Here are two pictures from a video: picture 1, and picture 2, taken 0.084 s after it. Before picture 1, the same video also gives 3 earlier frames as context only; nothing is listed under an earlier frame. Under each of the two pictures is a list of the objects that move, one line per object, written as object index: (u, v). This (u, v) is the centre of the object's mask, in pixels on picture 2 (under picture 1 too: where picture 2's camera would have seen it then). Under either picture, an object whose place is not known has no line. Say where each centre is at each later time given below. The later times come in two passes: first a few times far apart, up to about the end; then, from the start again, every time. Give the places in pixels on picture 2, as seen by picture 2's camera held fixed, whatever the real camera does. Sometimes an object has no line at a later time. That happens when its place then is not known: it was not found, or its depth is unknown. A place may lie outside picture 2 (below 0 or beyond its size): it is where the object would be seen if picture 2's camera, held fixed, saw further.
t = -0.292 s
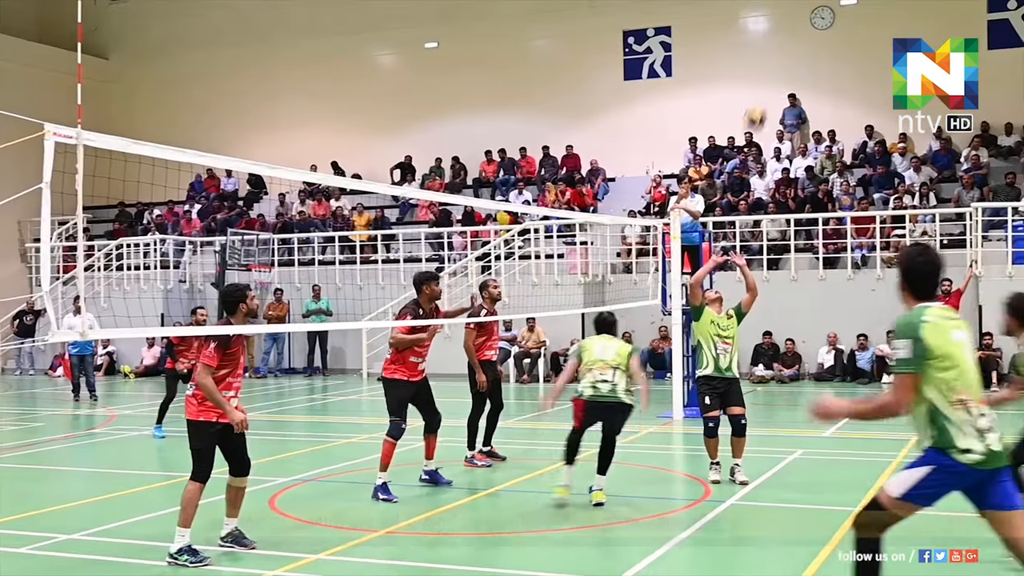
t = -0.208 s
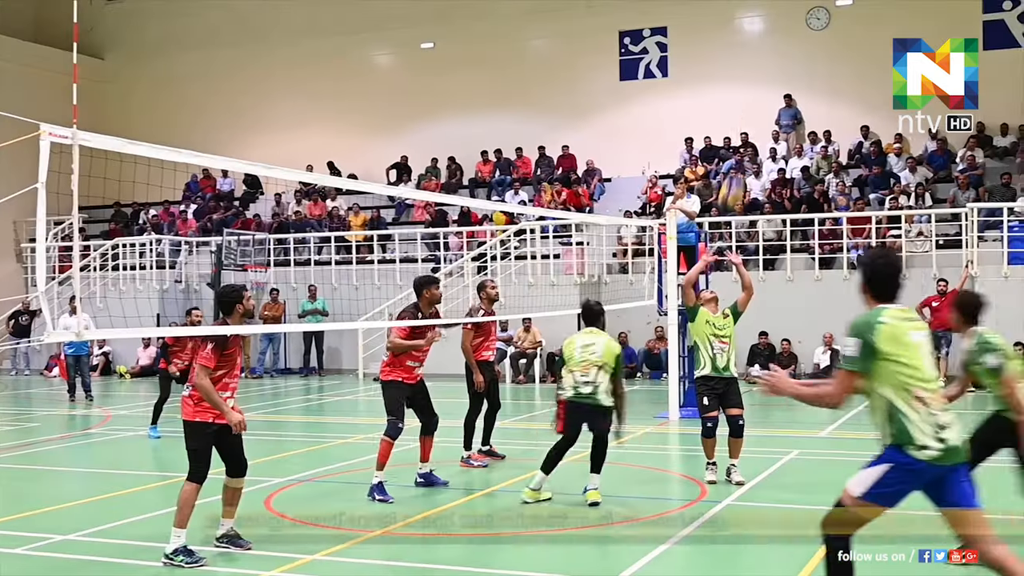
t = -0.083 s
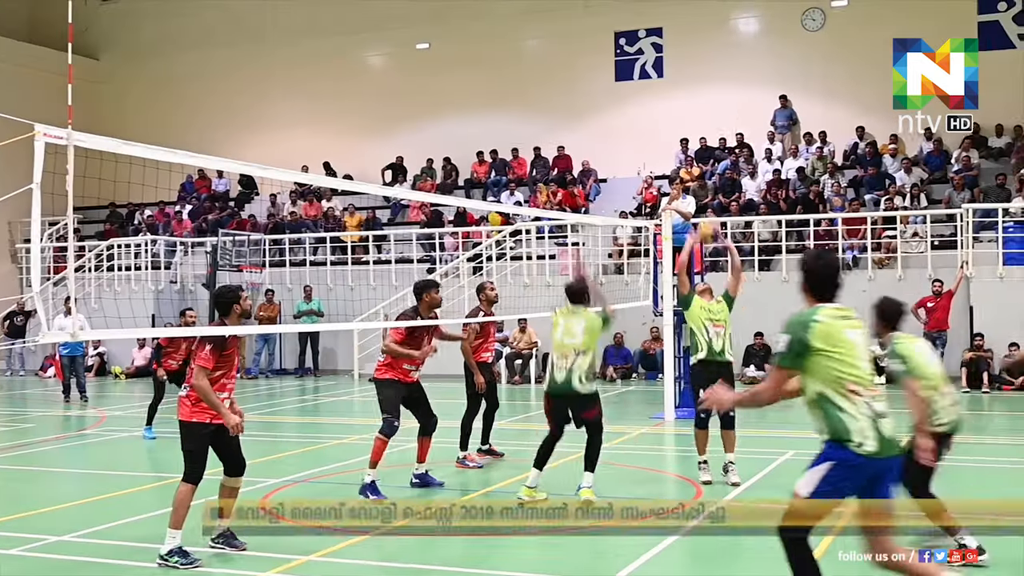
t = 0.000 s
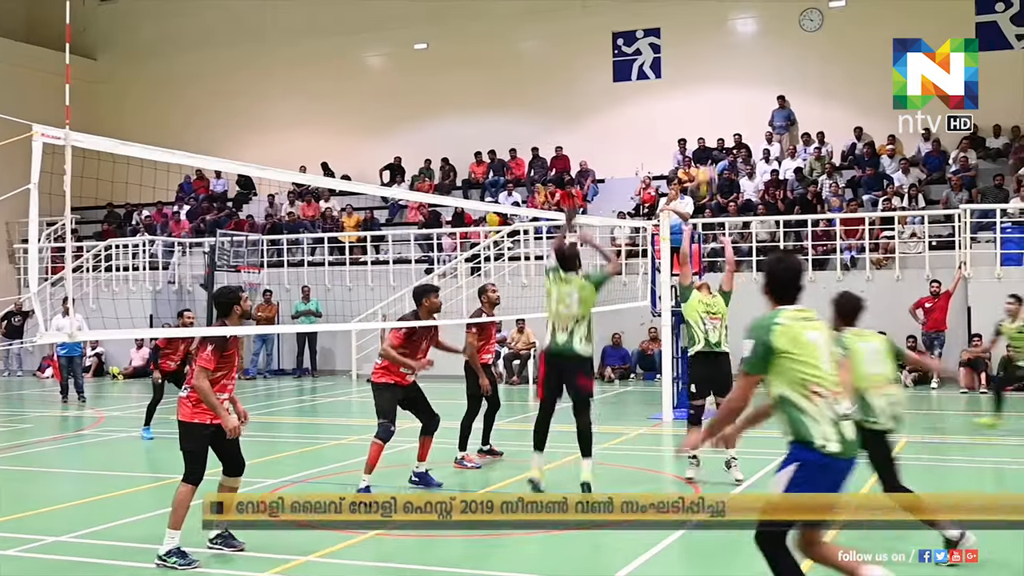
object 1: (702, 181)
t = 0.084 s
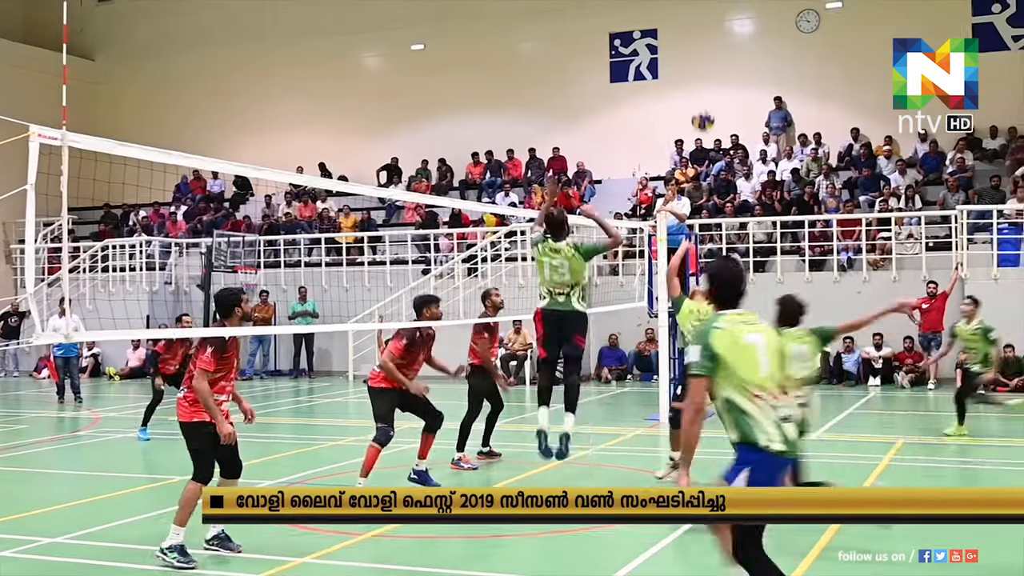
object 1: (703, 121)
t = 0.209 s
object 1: (703, 77)
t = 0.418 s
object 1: (705, 42)
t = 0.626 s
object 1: (707, 48)
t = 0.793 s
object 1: (710, 81)
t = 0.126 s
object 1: (702, 105)
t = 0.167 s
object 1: (702, 90)
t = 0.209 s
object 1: (703, 77)
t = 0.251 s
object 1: (704, 67)
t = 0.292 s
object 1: (704, 58)
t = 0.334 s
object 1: (704, 51)
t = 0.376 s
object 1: (705, 46)
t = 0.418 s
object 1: (705, 42)
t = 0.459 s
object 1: (705, 41)
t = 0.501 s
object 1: (706, 40)
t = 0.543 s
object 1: (707, 41)
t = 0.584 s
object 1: (707, 44)
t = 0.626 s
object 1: (707, 48)
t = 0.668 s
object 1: (708, 54)
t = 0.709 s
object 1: (708, 61)
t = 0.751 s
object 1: (709, 71)
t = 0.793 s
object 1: (710, 81)
